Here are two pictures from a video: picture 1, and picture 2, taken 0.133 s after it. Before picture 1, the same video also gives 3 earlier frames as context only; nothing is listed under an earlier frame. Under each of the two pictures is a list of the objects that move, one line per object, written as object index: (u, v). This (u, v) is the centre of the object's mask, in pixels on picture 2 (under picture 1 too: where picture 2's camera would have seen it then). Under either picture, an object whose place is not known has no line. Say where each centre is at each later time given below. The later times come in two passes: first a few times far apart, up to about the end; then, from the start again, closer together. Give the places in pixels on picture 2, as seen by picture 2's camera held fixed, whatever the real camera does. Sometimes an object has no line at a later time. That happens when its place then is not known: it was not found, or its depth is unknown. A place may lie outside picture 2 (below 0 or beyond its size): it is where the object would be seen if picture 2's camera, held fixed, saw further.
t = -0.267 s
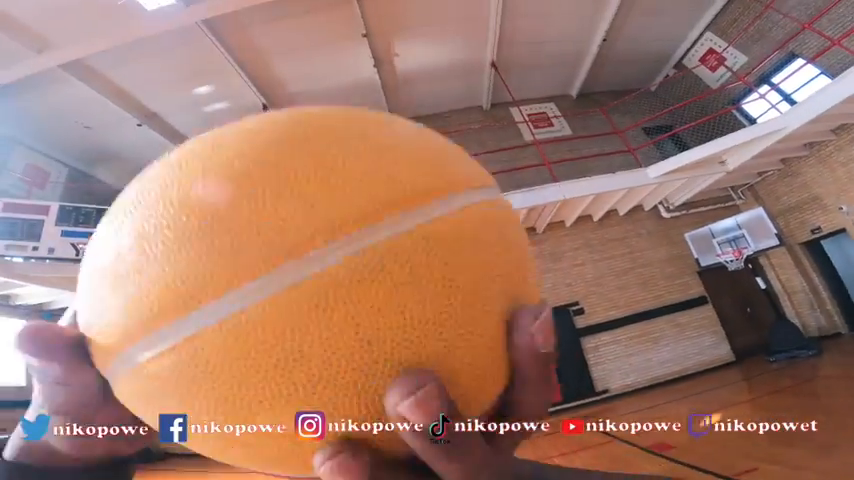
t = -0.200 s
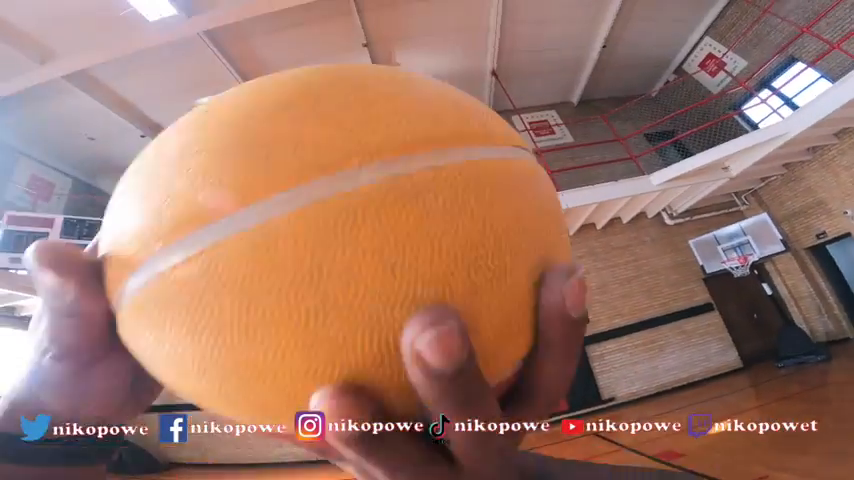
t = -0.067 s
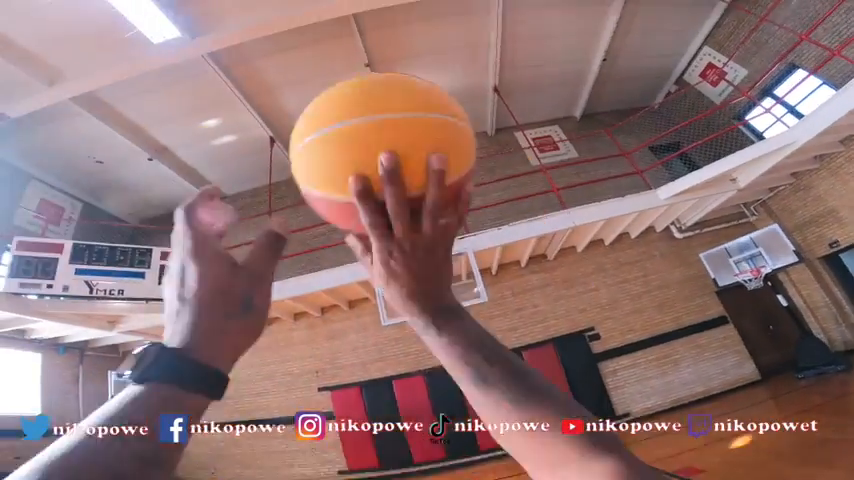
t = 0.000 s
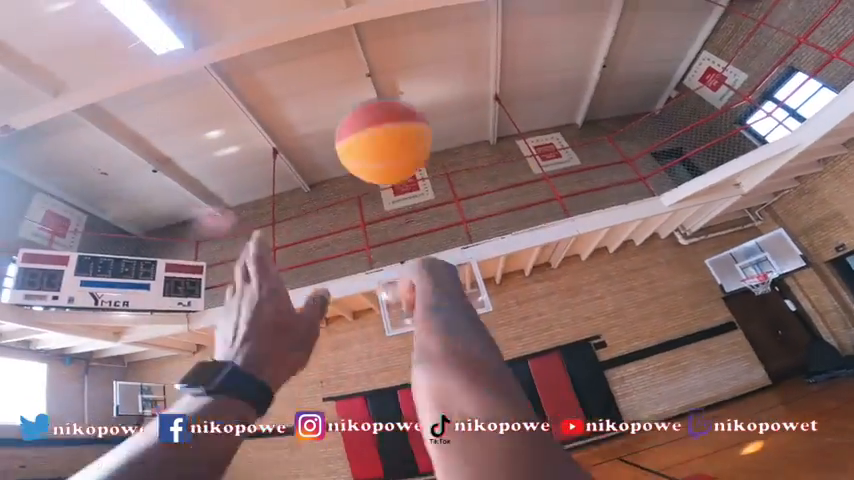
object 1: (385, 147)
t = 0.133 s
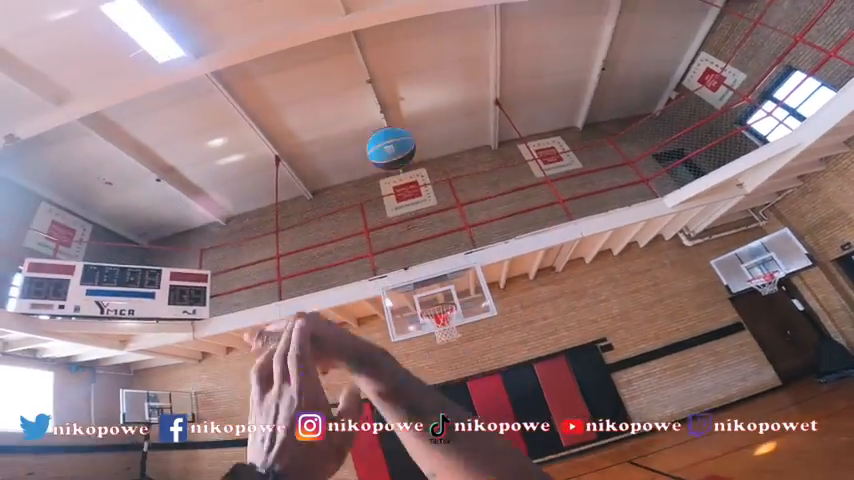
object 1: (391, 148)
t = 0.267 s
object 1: (395, 160)
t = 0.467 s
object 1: (406, 193)
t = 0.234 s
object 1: (394, 156)
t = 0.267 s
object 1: (395, 160)
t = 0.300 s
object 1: (397, 166)
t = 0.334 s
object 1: (399, 173)
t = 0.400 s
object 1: (403, 183)
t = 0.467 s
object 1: (406, 193)
